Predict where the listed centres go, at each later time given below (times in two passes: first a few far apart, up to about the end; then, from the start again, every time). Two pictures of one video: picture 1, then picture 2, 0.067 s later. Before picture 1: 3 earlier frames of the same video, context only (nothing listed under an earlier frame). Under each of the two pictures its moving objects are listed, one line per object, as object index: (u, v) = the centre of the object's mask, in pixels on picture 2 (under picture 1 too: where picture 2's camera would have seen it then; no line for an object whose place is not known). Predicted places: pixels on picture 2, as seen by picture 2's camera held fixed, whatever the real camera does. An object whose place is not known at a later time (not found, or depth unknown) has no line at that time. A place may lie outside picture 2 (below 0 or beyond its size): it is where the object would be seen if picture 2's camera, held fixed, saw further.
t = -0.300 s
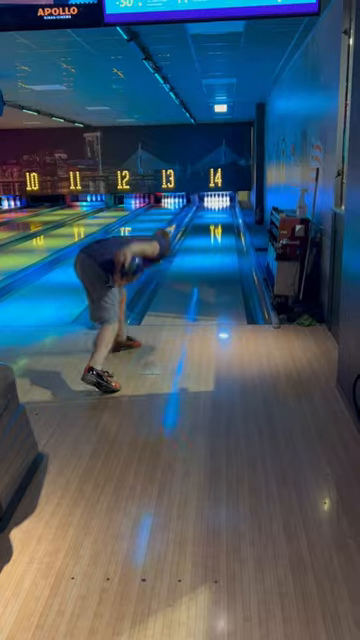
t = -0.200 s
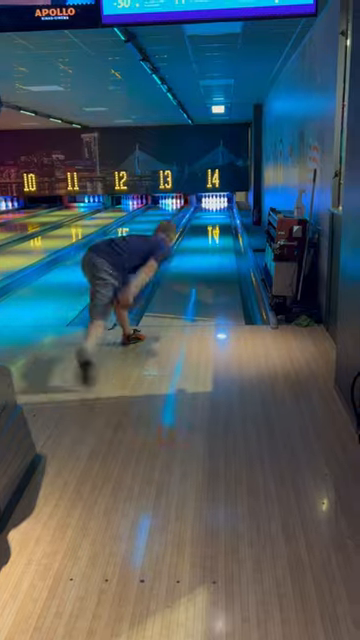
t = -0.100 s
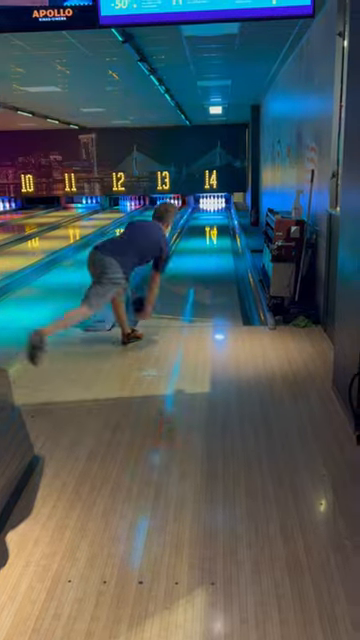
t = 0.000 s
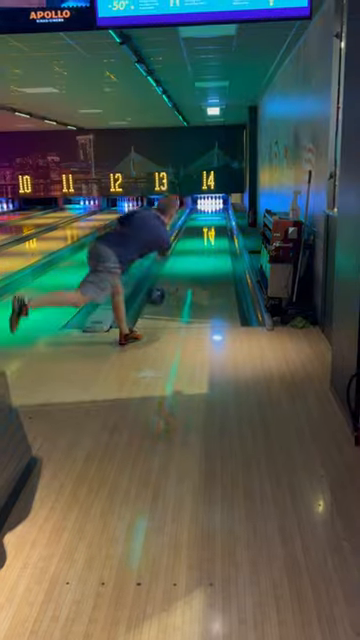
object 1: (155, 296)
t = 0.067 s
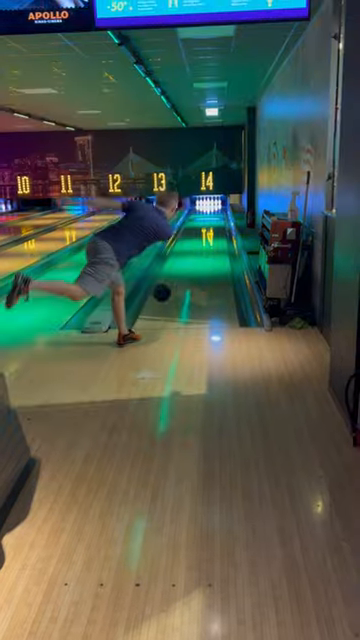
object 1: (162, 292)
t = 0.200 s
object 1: (174, 280)
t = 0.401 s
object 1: (188, 261)
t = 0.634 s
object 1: (198, 246)
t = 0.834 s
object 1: (204, 236)
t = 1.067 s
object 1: (210, 227)
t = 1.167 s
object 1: (212, 224)
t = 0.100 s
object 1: (165, 291)
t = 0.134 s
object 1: (168, 288)
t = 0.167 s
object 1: (171, 283)
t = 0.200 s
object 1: (174, 280)
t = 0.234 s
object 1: (177, 276)
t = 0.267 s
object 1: (179, 273)
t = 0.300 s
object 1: (182, 270)
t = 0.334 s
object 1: (184, 267)
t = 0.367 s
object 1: (186, 264)
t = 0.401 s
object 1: (188, 261)
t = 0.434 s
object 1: (189, 258)
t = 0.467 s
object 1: (191, 256)
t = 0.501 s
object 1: (193, 253)
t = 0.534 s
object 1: (195, 251)
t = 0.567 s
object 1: (195, 249)
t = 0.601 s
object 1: (197, 248)
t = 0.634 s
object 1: (198, 246)
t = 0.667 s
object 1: (199, 244)
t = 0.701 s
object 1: (200, 242)
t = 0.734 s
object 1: (202, 240)
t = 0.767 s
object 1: (202, 239)
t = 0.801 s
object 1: (203, 237)
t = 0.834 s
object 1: (204, 236)
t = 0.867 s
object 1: (205, 235)
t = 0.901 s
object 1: (206, 234)
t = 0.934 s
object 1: (207, 231)
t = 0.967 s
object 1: (208, 230)
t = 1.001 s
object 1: (209, 229)
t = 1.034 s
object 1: (209, 228)
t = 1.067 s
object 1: (210, 227)
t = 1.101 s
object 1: (211, 226)
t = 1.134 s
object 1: (211, 225)
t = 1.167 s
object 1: (212, 224)
